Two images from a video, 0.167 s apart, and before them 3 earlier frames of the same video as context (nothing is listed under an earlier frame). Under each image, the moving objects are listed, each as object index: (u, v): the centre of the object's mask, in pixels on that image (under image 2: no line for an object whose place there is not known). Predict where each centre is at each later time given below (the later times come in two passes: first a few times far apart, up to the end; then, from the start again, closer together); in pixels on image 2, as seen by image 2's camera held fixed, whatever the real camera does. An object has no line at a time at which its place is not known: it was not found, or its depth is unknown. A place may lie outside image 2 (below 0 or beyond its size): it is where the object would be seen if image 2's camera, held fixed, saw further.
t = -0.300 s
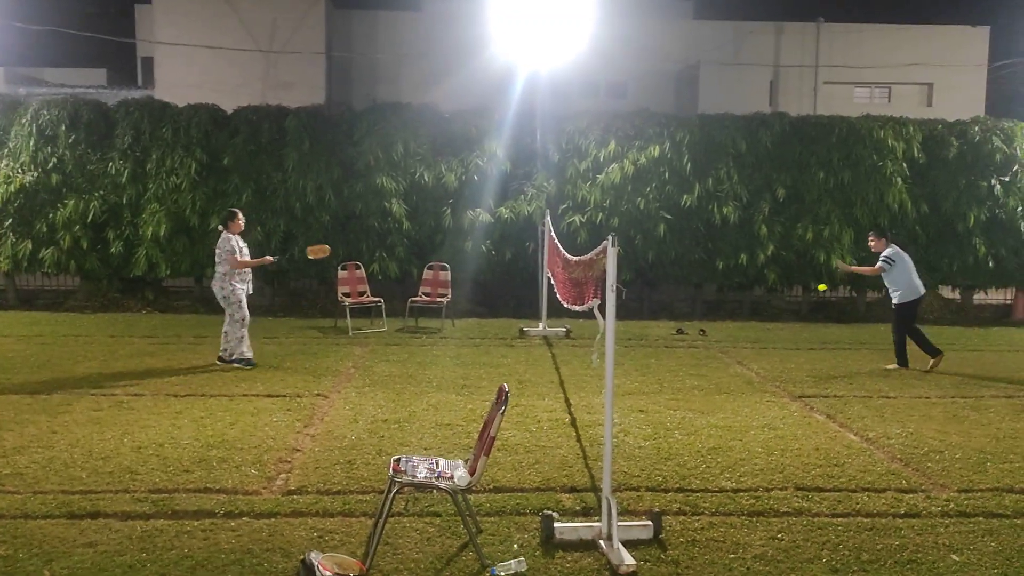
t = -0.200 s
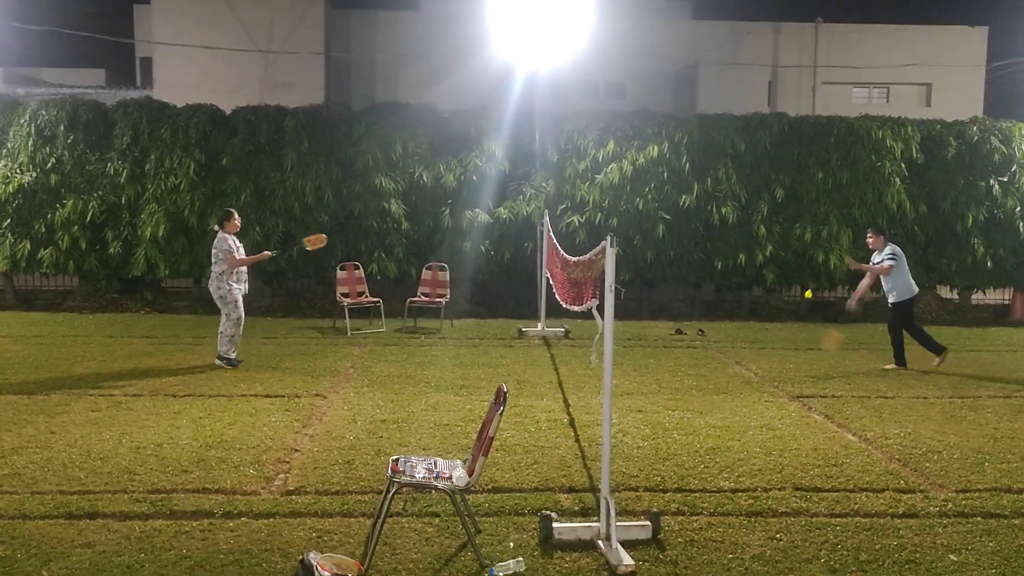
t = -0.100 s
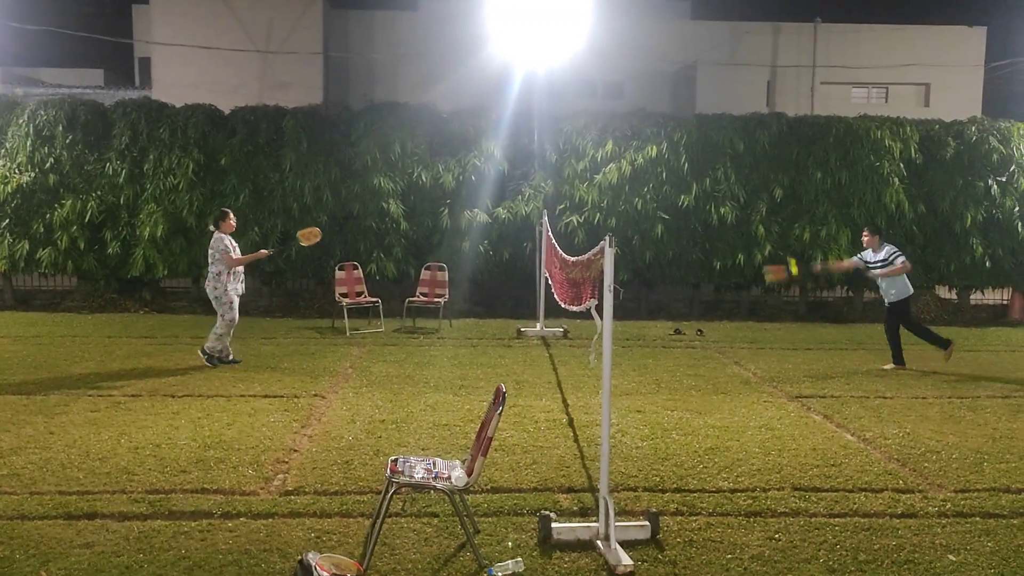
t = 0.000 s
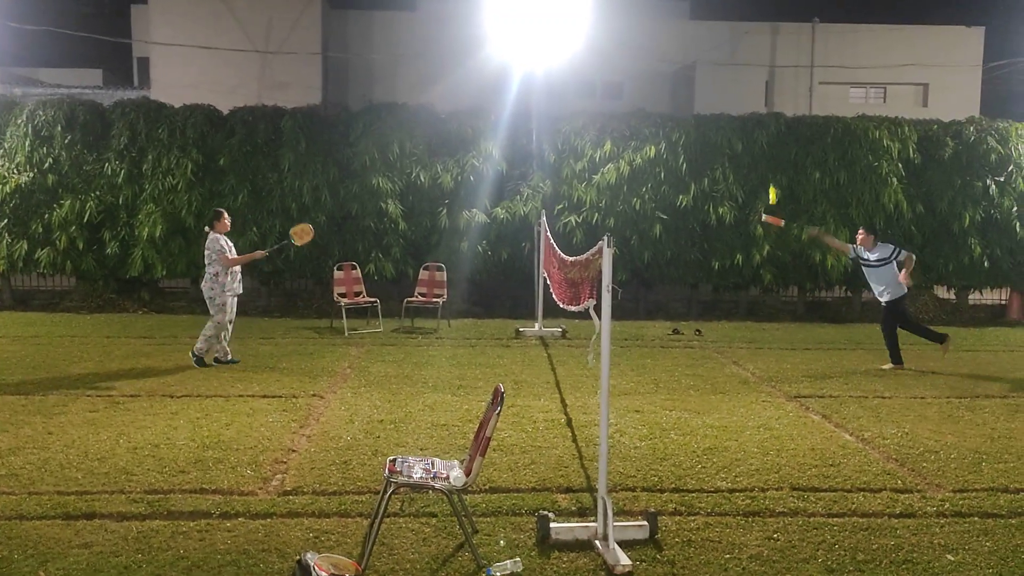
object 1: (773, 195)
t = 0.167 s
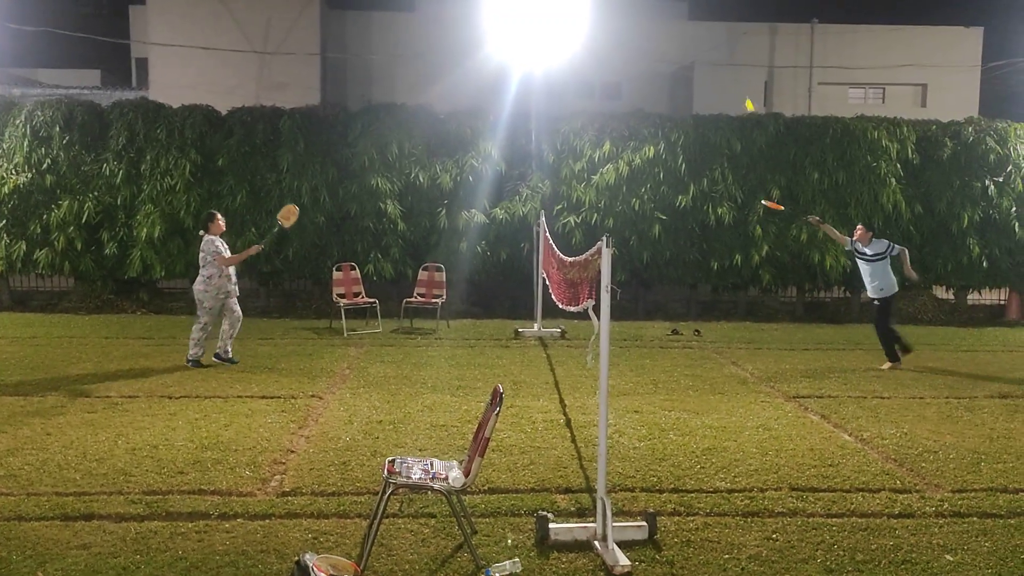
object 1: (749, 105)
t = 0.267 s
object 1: (737, 67)
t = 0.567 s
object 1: (696, 18)
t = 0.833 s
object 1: (657, 49)
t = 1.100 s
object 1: (631, 157)
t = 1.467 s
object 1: (592, 391)
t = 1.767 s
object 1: (594, 389)
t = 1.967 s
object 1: (594, 393)
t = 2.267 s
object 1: (593, 395)
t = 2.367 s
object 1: (594, 395)
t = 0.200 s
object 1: (745, 92)
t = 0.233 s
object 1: (741, 79)
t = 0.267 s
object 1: (737, 67)
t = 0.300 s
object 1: (733, 57)
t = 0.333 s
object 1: (728, 48)
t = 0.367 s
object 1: (723, 41)
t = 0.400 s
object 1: (719, 34)
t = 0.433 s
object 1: (714, 28)
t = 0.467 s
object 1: (710, 24)
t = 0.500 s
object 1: (705, 21)
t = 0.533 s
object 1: (701, 19)
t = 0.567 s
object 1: (696, 18)
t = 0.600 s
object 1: (691, 18)
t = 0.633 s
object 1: (686, 20)
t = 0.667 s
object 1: (682, 23)
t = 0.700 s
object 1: (677, 26)
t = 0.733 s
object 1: (672, 30)
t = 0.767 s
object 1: (667, 36)
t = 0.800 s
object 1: (662, 42)
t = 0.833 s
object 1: (657, 49)
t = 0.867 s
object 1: (653, 59)
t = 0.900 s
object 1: (649, 69)
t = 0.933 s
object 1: (645, 81)
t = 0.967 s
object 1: (642, 94)
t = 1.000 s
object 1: (639, 109)
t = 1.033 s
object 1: (636, 124)
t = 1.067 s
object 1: (633, 140)
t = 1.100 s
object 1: (631, 157)
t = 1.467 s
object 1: (592, 391)
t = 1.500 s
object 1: (592, 390)
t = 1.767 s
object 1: (594, 389)
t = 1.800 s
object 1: (595, 393)
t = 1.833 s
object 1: (595, 398)
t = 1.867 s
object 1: (595, 395)
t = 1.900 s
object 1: (595, 394)
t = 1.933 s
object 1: (594, 393)
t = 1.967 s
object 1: (594, 393)
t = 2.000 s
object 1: (594, 394)
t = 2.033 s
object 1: (594, 394)
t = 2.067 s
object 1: (593, 394)
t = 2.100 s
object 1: (593, 394)
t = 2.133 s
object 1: (593, 394)
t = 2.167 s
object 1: (593, 394)
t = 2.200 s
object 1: (593, 394)
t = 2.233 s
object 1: (593, 395)
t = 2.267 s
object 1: (593, 395)
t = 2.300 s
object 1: (593, 394)
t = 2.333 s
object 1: (594, 395)
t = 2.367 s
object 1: (594, 395)
